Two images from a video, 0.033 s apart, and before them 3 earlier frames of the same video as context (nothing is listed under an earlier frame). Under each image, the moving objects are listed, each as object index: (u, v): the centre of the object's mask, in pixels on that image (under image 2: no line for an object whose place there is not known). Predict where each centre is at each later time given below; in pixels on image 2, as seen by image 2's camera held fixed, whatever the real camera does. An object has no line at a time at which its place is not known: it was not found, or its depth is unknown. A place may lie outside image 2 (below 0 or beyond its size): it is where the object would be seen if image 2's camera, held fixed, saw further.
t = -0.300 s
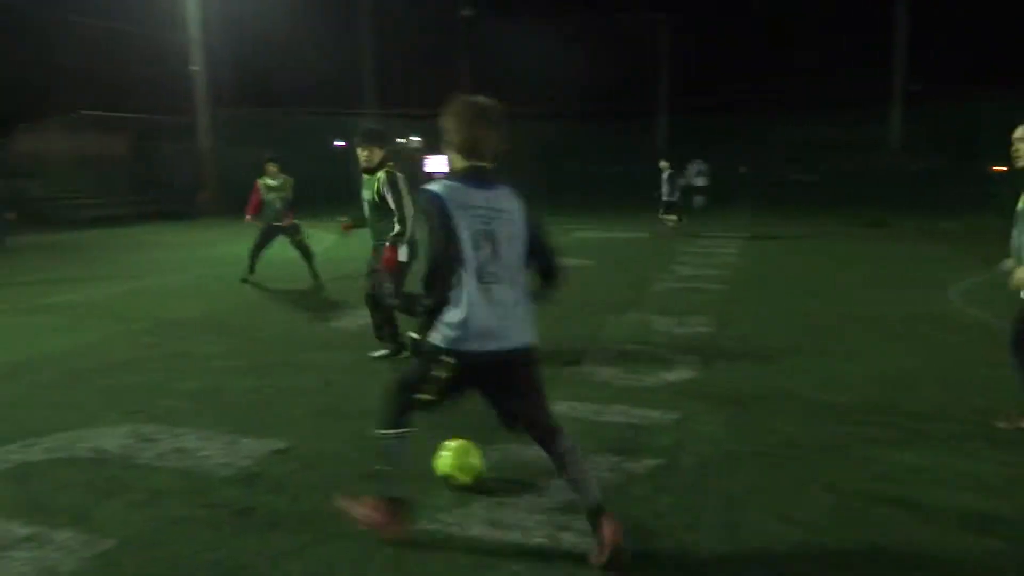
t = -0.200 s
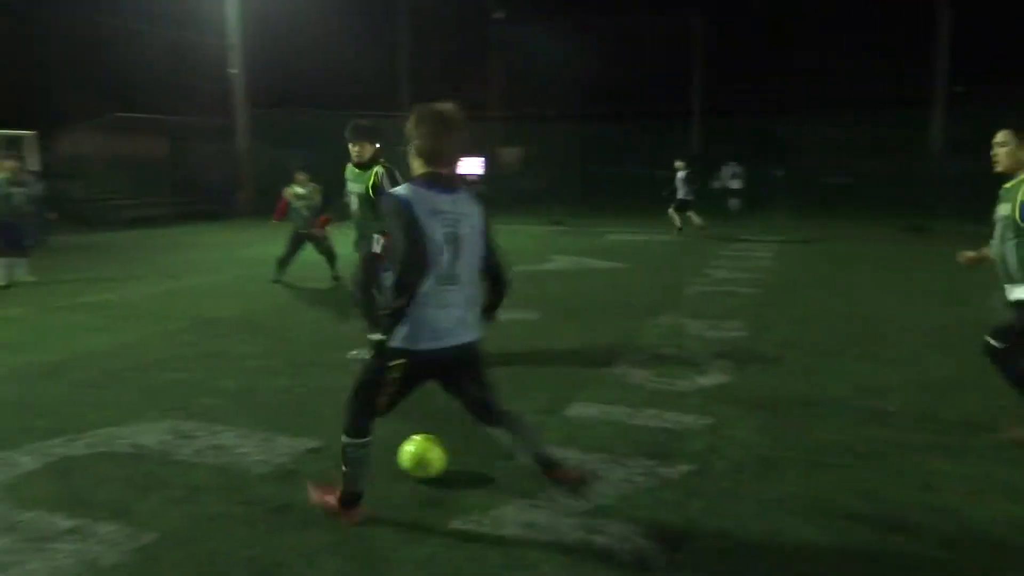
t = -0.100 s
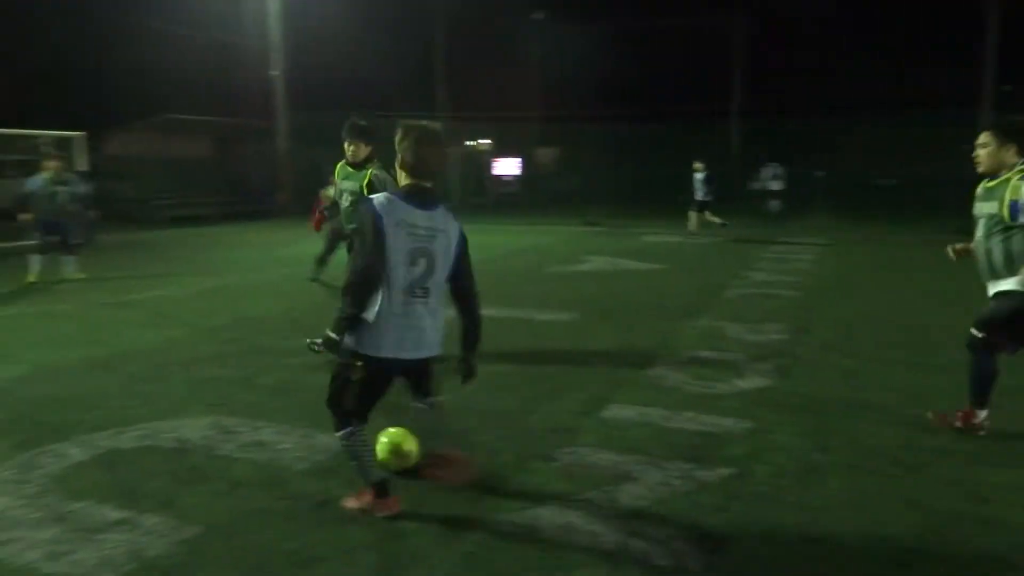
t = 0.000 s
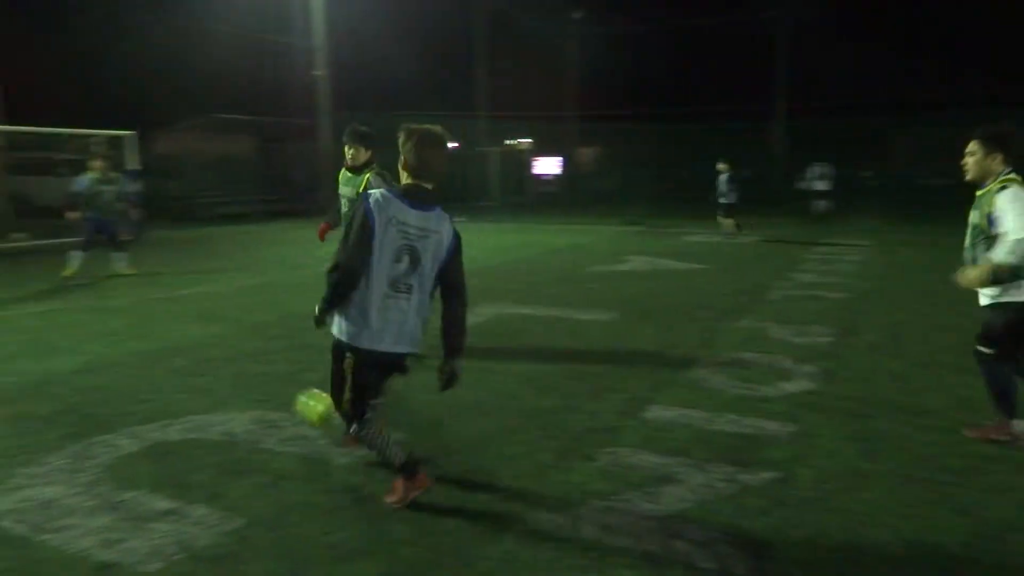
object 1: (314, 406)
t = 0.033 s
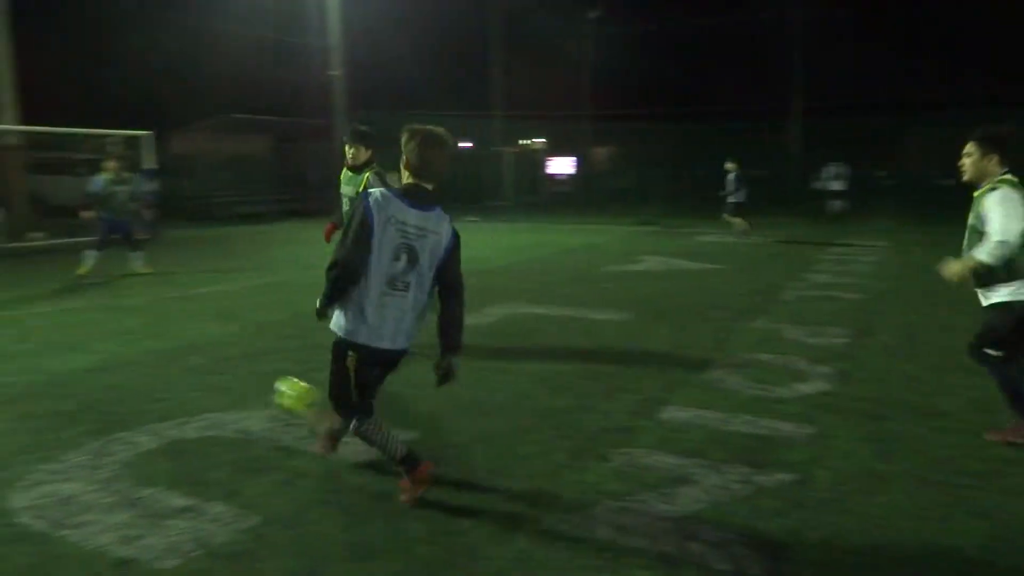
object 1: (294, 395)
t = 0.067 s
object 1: (260, 388)
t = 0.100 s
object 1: (226, 382)
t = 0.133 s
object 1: (193, 379)
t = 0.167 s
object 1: (168, 377)
